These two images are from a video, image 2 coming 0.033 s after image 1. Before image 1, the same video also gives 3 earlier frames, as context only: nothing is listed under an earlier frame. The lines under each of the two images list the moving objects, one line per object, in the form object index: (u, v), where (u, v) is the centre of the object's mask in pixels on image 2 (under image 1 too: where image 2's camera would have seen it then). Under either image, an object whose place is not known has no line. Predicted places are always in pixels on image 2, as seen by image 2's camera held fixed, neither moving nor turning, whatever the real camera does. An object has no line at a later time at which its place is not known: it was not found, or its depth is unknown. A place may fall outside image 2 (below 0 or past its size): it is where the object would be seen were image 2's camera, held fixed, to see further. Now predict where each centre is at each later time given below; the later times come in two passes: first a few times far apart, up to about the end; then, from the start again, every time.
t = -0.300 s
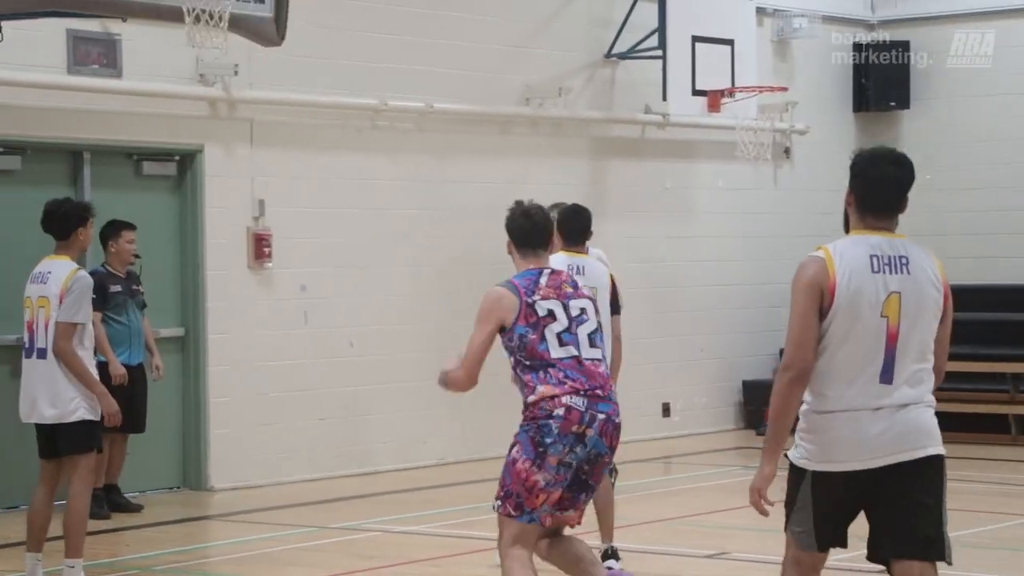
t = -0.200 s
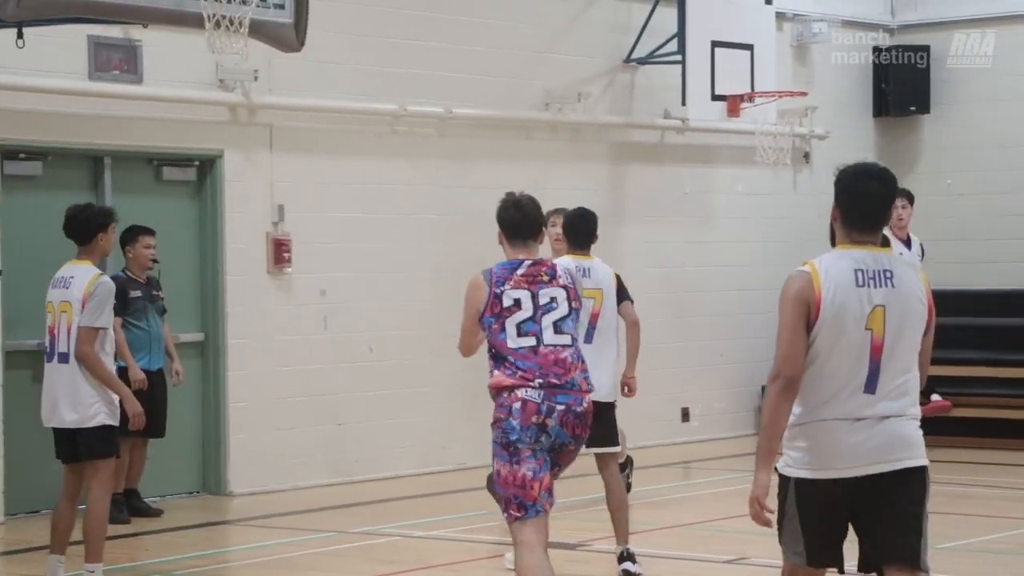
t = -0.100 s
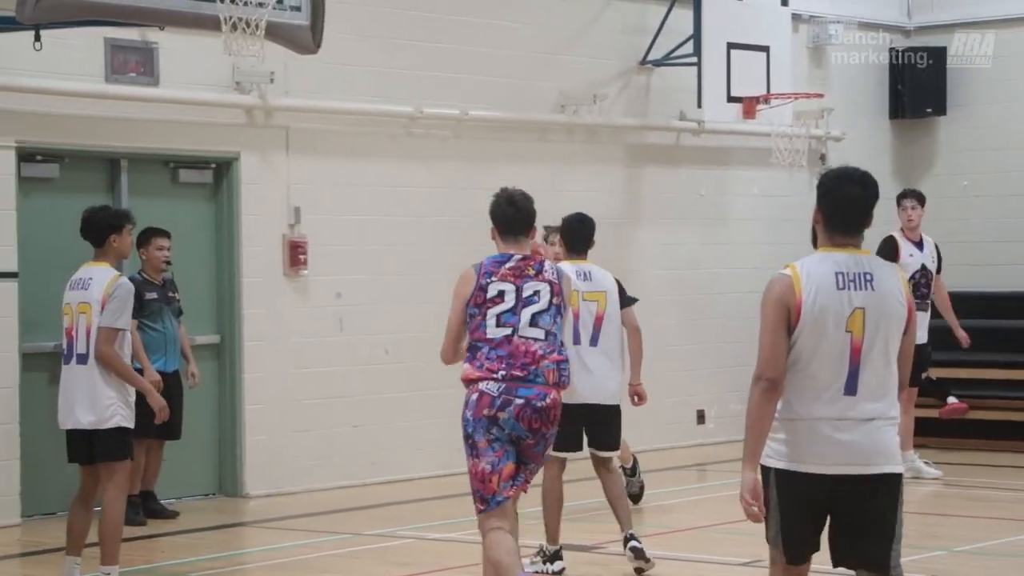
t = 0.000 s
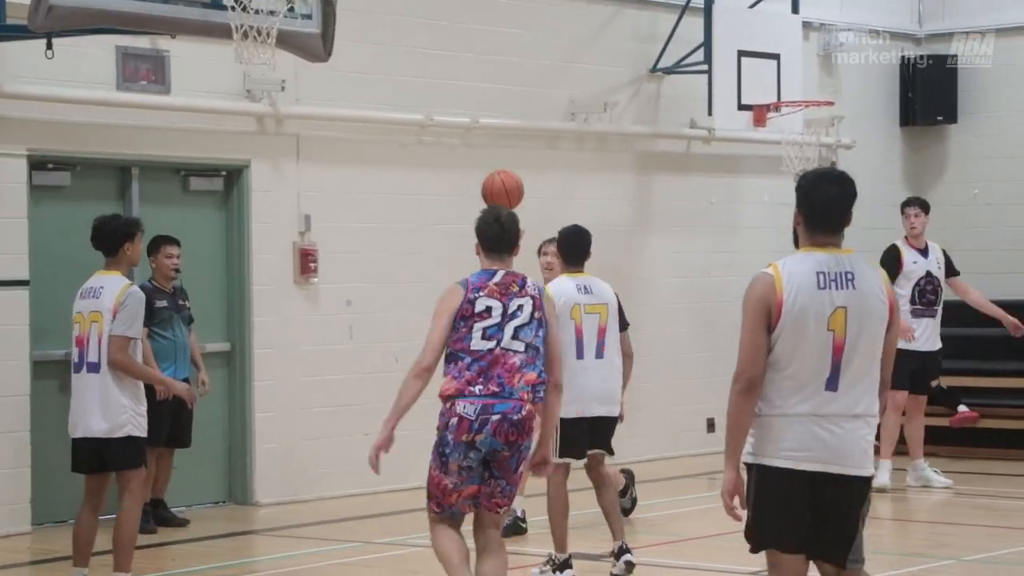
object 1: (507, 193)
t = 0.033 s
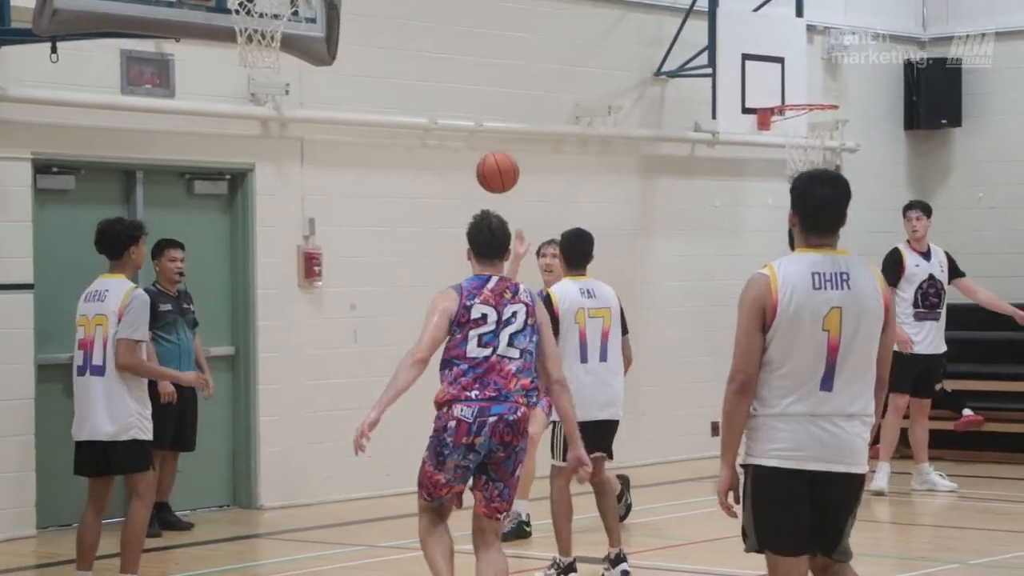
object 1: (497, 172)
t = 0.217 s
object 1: (446, 79)
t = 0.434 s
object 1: (377, 41)
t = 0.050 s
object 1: (493, 162)
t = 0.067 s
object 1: (488, 151)
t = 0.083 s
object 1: (483, 142)
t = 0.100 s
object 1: (479, 133)
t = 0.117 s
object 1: (474, 124)
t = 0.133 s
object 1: (469, 115)
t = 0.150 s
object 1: (465, 107)
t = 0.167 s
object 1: (460, 100)
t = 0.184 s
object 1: (455, 92)
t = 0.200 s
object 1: (451, 86)
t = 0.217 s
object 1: (446, 79)
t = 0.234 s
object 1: (441, 73)
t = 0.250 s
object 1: (436, 67)
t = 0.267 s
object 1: (431, 62)
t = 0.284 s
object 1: (426, 57)
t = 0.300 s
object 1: (420, 53)
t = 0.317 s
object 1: (415, 50)
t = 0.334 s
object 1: (410, 47)
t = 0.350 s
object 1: (405, 45)
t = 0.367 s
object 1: (399, 43)
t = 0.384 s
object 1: (394, 42)
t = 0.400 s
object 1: (388, 41)
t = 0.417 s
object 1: (383, 41)
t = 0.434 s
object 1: (377, 41)
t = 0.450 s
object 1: (371, 42)
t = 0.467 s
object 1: (365, 44)
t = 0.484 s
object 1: (360, 46)
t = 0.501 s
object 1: (354, 49)
